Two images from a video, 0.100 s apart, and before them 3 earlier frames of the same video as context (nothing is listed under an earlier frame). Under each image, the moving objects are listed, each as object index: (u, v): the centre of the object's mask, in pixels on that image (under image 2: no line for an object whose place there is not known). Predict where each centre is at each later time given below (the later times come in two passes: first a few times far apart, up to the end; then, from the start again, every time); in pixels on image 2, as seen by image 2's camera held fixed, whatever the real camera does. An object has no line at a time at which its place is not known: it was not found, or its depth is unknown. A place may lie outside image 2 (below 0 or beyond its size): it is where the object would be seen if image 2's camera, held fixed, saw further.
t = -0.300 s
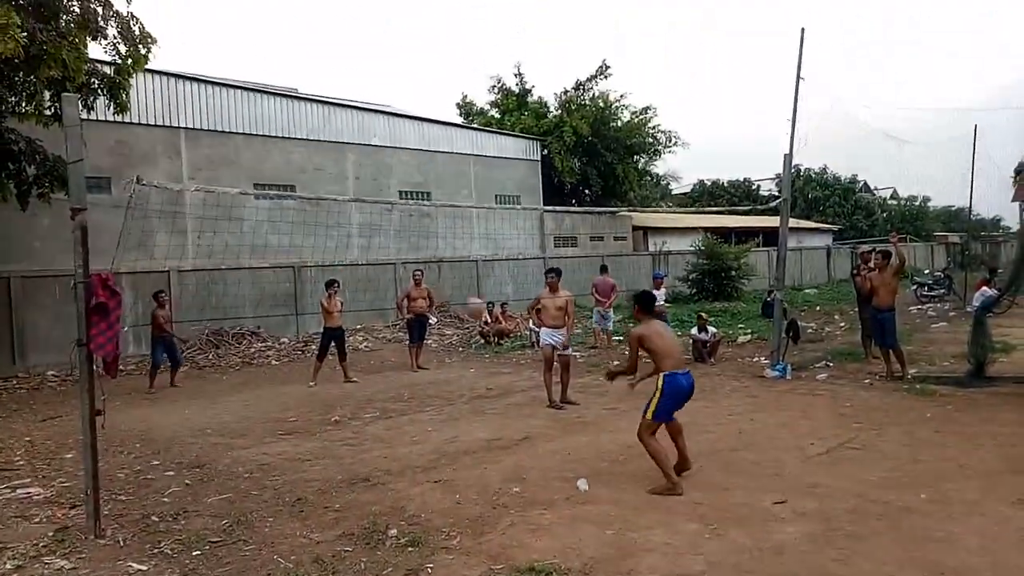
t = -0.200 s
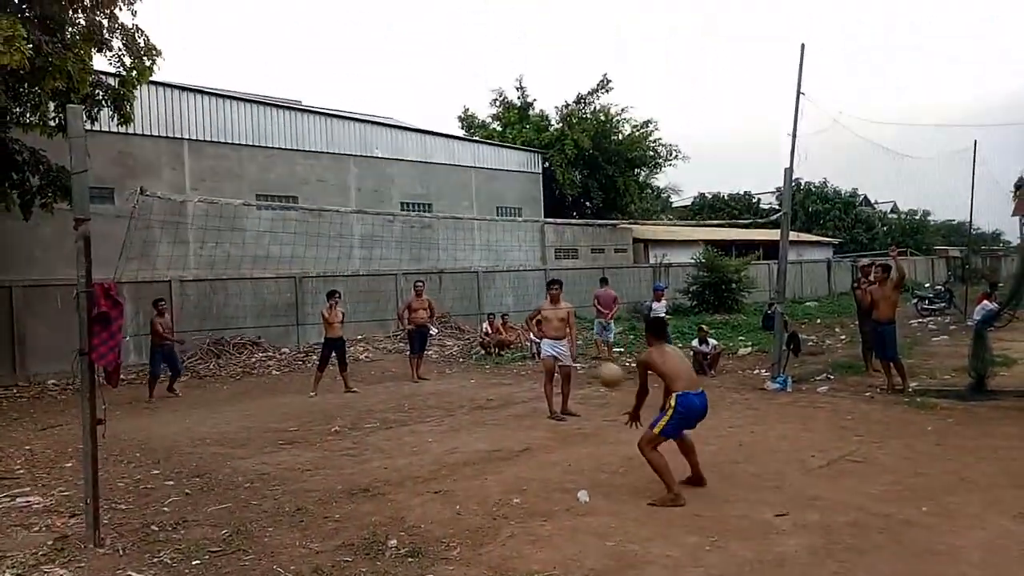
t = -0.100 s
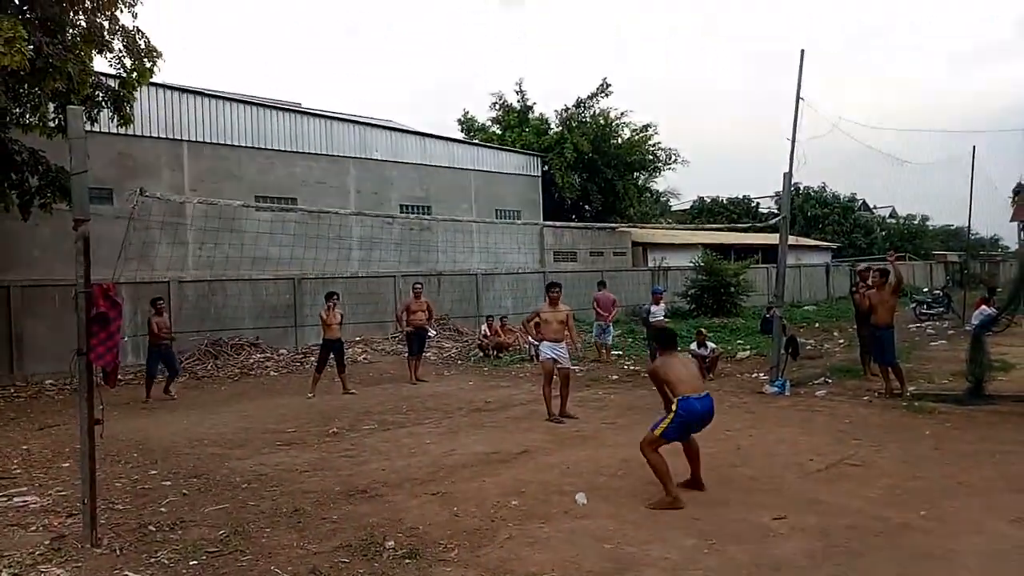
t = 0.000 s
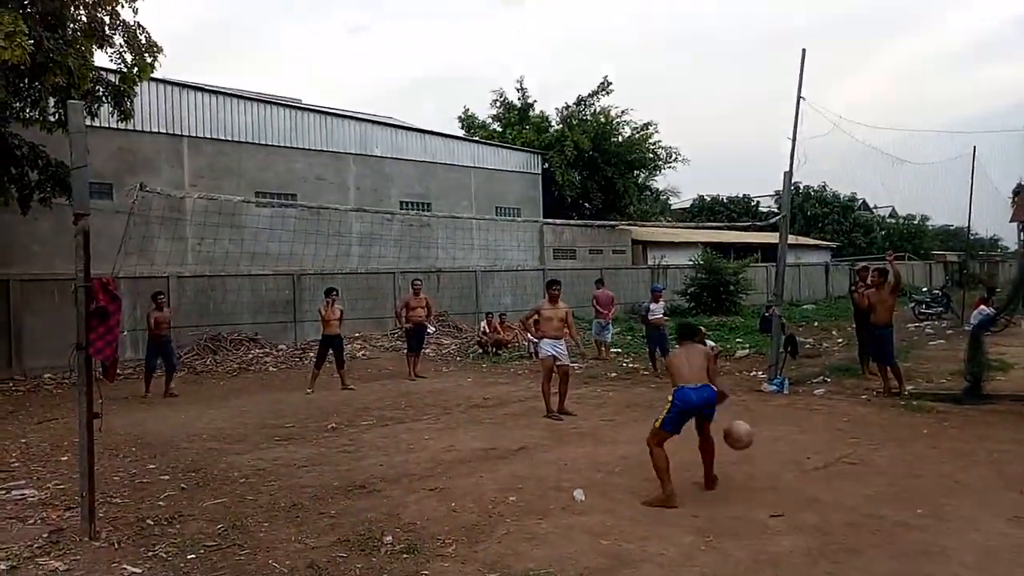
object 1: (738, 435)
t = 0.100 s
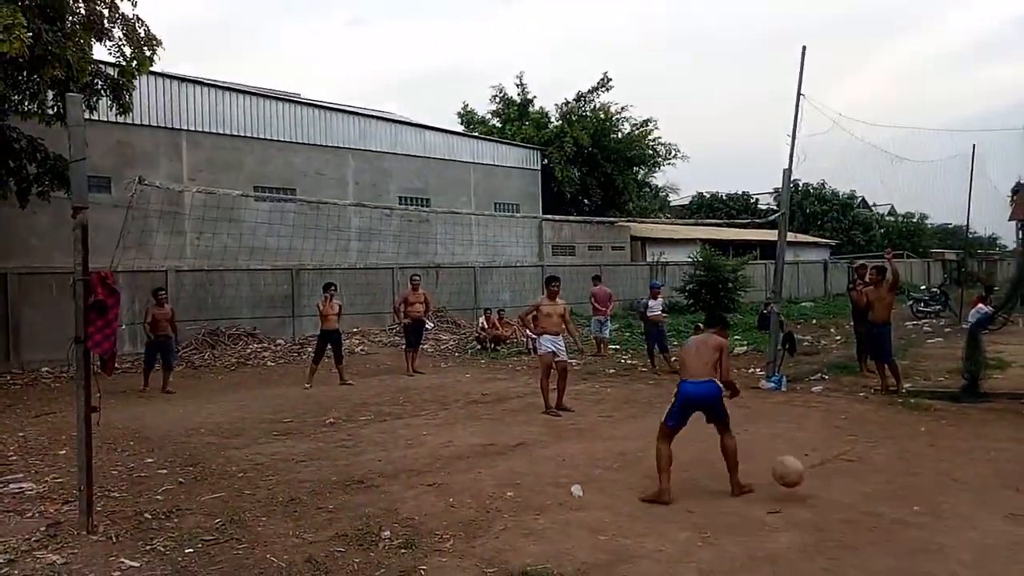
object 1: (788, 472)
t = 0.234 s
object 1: (838, 466)
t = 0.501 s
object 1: (941, 464)
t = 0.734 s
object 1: (1064, 575)
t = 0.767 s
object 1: (1076, 564)
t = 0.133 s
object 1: (807, 489)
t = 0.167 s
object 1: (818, 482)
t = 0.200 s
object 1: (828, 474)
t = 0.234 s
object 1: (838, 466)
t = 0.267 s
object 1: (850, 460)
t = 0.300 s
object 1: (861, 455)
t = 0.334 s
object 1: (874, 452)
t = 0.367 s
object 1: (886, 451)
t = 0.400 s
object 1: (899, 451)
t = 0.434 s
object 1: (913, 454)
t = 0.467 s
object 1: (926, 458)
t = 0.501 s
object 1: (941, 464)
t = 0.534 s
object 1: (957, 473)
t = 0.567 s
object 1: (974, 484)
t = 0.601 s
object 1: (991, 498)
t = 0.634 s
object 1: (1008, 514)
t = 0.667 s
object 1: (1027, 534)
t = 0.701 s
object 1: (1046, 558)
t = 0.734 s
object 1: (1064, 575)
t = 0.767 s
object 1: (1076, 564)
